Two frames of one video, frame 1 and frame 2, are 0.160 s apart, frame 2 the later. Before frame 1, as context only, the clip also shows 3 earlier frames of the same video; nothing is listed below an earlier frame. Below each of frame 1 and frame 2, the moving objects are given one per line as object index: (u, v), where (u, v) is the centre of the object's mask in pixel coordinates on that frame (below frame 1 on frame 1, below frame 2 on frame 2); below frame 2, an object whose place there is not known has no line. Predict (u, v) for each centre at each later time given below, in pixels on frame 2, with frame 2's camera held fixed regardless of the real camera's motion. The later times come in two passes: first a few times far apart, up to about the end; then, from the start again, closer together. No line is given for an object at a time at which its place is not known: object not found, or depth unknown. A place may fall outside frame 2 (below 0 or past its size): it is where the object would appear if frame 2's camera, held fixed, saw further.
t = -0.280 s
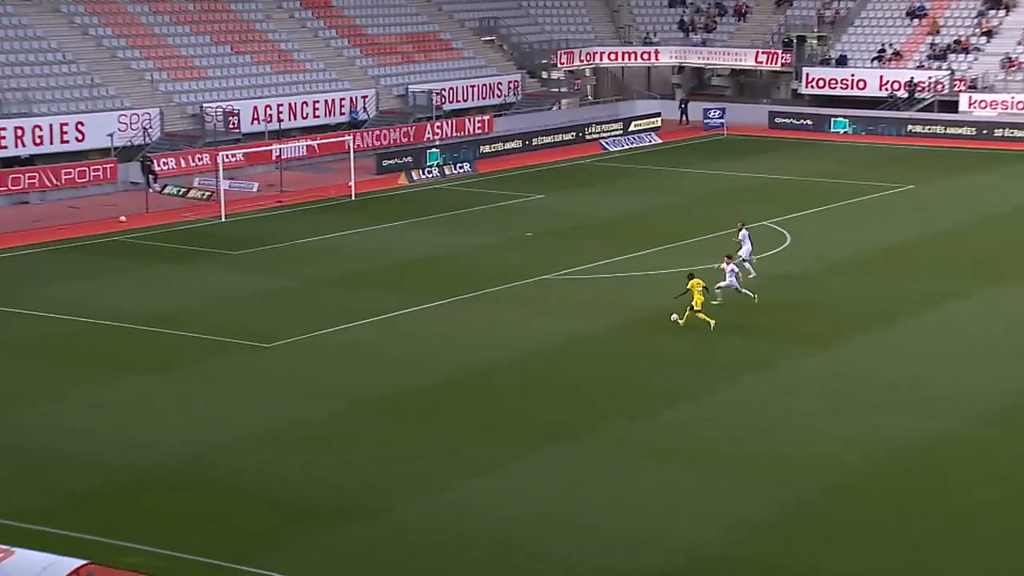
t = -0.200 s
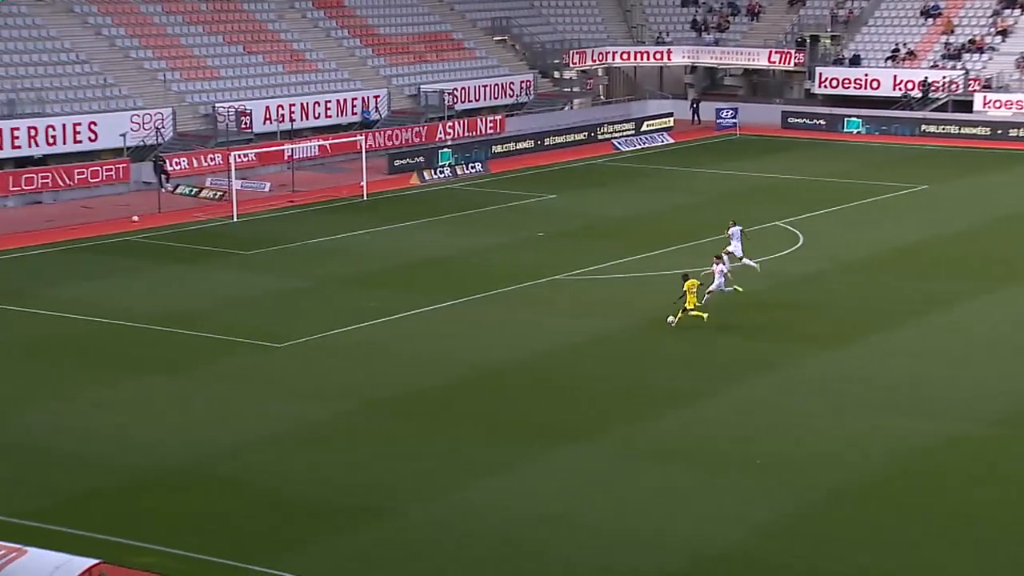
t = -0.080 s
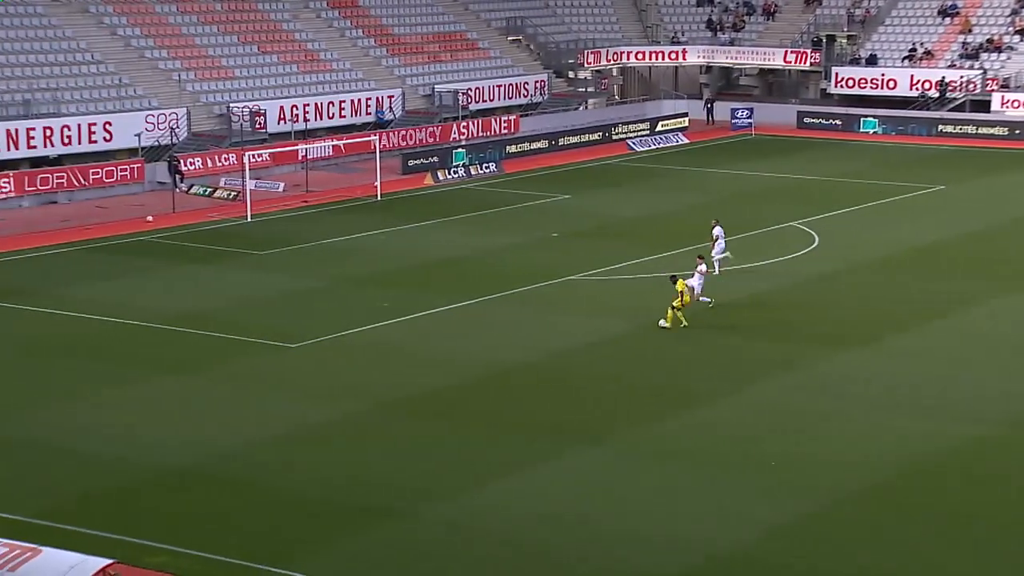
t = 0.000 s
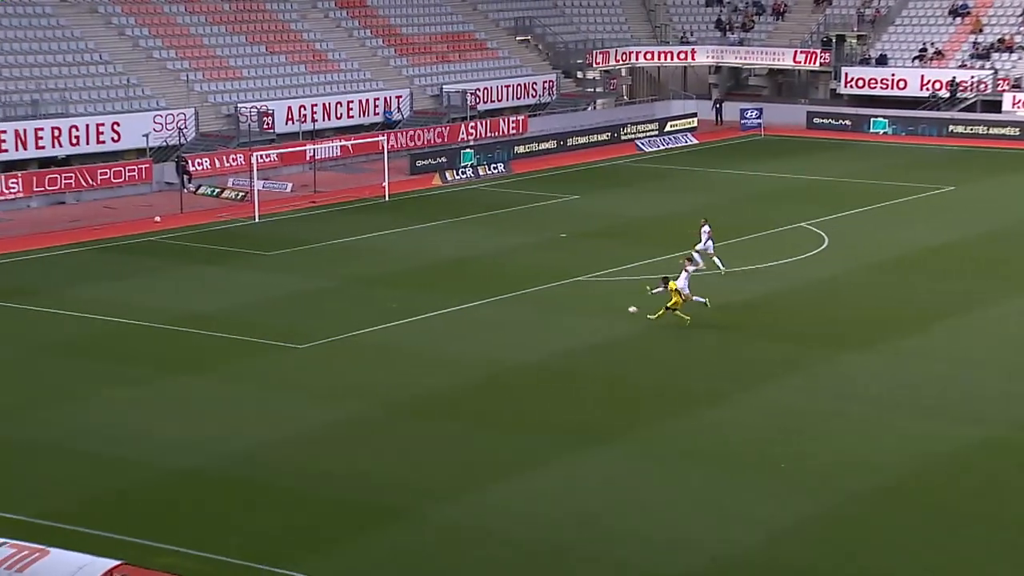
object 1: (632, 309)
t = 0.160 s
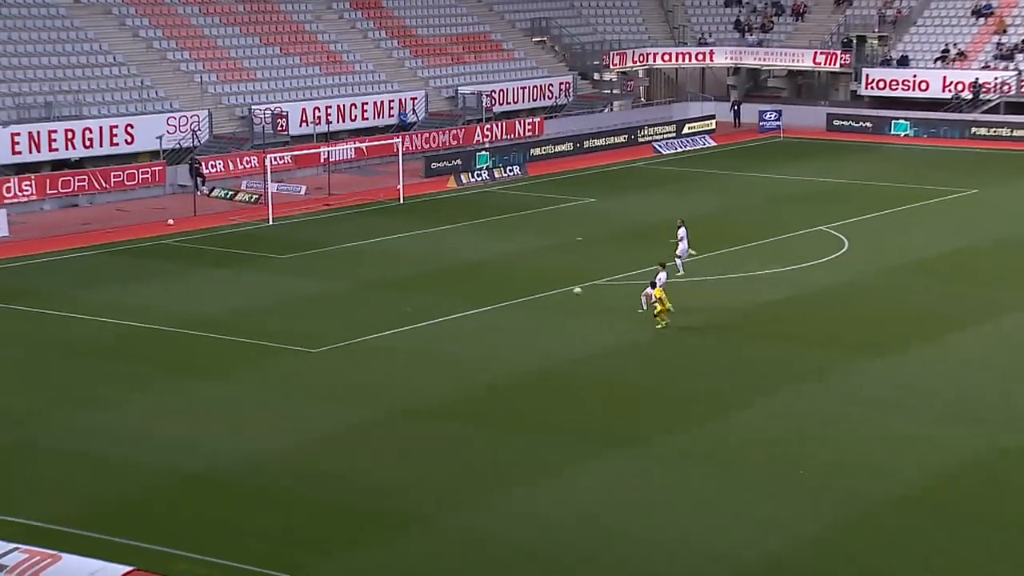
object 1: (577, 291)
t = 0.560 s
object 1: (445, 264)
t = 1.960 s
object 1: (282, 196)
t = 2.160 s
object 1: (288, 188)
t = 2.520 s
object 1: (302, 200)
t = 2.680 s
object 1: (306, 206)
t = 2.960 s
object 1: (311, 203)
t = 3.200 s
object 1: (316, 207)
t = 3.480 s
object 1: (321, 208)
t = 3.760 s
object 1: (326, 208)
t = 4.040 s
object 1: (329, 207)
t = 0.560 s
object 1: (445, 264)
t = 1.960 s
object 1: (282, 196)
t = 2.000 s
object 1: (283, 194)
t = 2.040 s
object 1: (284, 191)
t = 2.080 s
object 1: (284, 190)
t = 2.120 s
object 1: (287, 189)
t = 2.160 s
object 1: (288, 188)
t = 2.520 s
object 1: (302, 200)
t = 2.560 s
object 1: (303, 204)
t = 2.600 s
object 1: (305, 208)
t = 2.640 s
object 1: (306, 208)
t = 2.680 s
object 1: (306, 206)
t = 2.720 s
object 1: (306, 204)
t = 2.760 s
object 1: (307, 203)
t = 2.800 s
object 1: (308, 203)
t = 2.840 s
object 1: (309, 202)
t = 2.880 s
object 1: (309, 202)
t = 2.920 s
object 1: (310, 203)
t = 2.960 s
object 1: (311, 203)
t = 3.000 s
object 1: (312, 205)
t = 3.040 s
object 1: (312, 207)
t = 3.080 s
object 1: (314, 208)
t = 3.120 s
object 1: (314, 208)
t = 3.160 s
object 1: (315, 207)
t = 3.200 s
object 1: (316, 207)
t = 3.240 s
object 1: (316, 208)
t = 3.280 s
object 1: (317, 208)
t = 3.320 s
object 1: (318, 209)
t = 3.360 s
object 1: (319, 208)
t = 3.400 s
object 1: (320, 208)
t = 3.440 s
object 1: (321, 208)
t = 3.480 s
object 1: (321, 208)
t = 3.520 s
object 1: (322, 209)
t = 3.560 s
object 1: (322, 208)
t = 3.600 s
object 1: (323, 208)
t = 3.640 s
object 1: (324, 208)
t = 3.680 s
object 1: (324, 208)
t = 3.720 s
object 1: (325, 208)
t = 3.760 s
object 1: (326, 208)
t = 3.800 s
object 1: (326, 208)
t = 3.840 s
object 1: (326, 208)
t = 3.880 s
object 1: (327, 208)
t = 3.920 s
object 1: (328, 207)
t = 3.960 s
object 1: (328, 207)
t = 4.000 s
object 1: (328, 207)
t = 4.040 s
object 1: (329, 207)
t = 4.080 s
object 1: (329, 207)
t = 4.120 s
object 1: (329, 207)
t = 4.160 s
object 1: (330, 206)
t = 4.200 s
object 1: (330, 206)
